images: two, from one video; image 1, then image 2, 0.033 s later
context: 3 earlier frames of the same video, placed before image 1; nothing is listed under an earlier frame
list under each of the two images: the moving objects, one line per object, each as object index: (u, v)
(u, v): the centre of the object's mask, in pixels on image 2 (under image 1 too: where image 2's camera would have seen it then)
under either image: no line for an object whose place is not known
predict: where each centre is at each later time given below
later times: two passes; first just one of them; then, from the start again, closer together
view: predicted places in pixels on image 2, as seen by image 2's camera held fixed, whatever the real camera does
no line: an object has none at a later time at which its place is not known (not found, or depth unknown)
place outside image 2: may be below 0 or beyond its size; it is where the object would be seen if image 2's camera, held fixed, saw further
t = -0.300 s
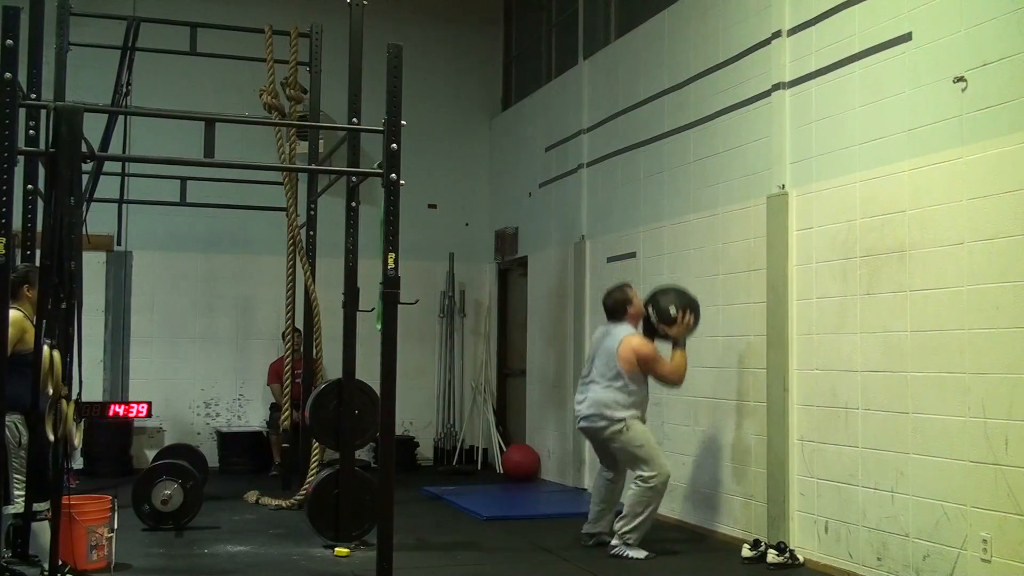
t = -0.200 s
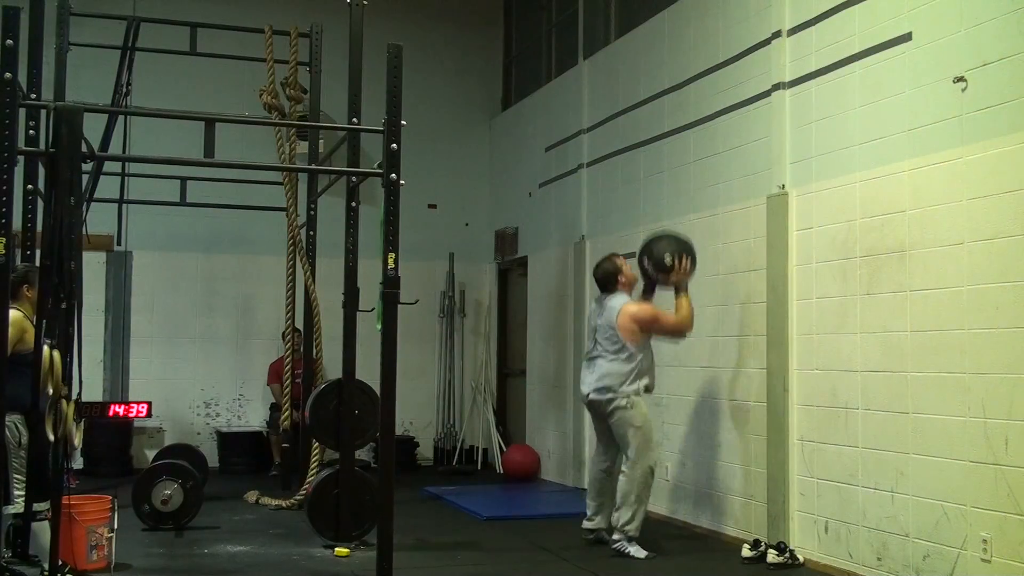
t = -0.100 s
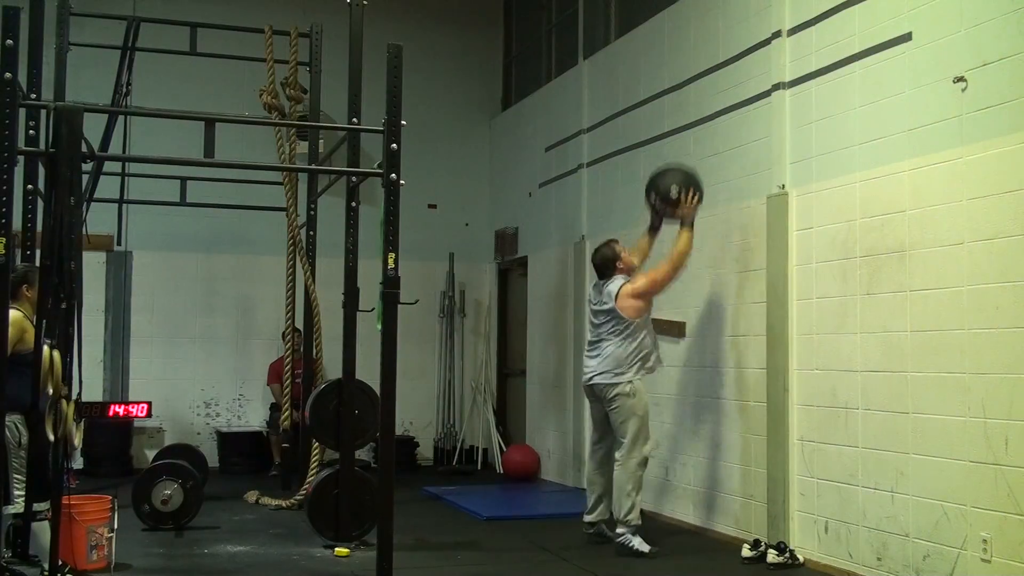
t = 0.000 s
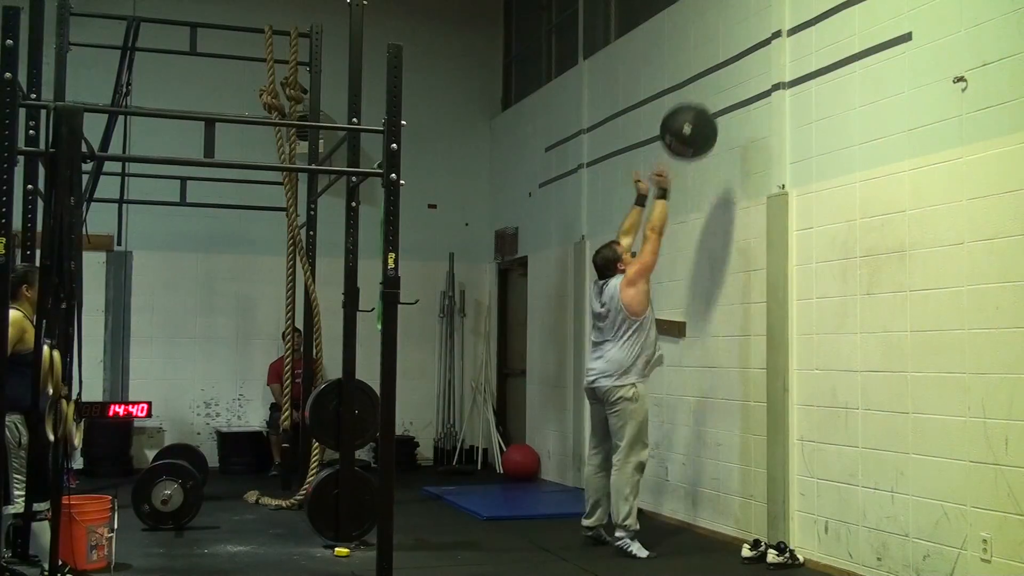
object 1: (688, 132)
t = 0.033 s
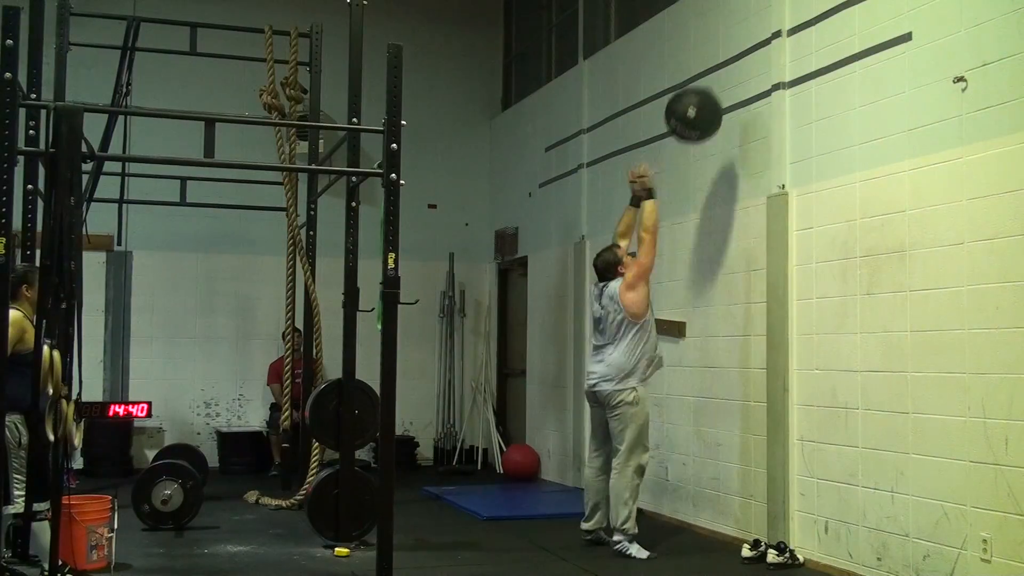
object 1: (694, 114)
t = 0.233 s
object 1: (723, 49)
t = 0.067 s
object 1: (698, 100)
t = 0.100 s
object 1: (703, 86)
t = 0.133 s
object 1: (708, 74)
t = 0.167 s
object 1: (713, 64)
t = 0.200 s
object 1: (718, 56)
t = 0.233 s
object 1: (723, 49)
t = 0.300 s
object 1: (727, 44)
